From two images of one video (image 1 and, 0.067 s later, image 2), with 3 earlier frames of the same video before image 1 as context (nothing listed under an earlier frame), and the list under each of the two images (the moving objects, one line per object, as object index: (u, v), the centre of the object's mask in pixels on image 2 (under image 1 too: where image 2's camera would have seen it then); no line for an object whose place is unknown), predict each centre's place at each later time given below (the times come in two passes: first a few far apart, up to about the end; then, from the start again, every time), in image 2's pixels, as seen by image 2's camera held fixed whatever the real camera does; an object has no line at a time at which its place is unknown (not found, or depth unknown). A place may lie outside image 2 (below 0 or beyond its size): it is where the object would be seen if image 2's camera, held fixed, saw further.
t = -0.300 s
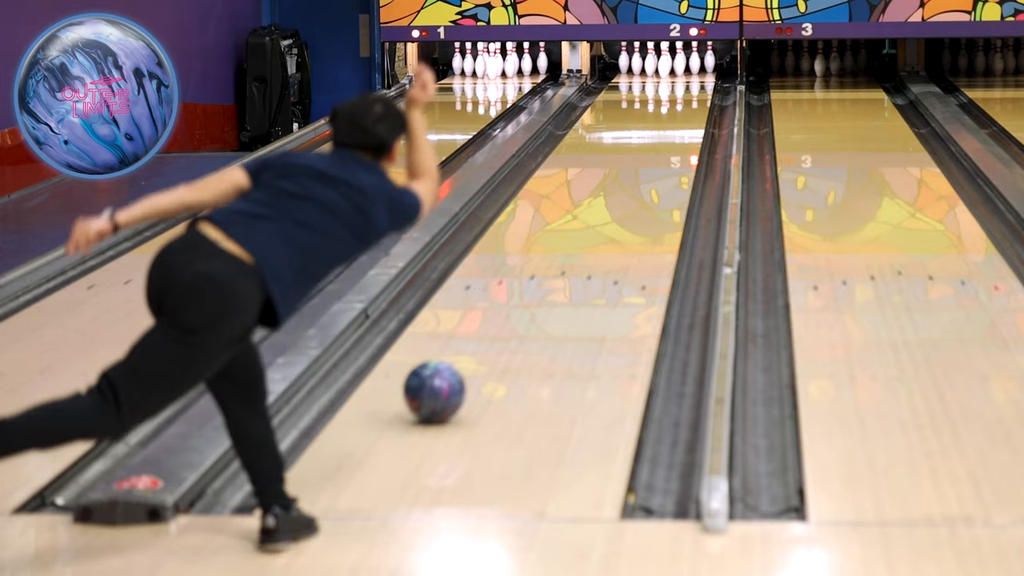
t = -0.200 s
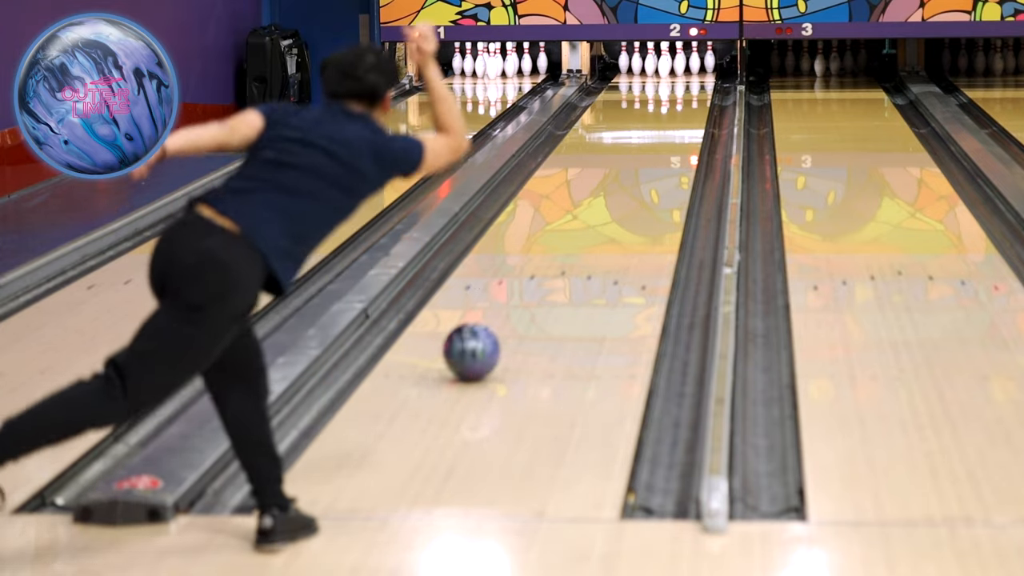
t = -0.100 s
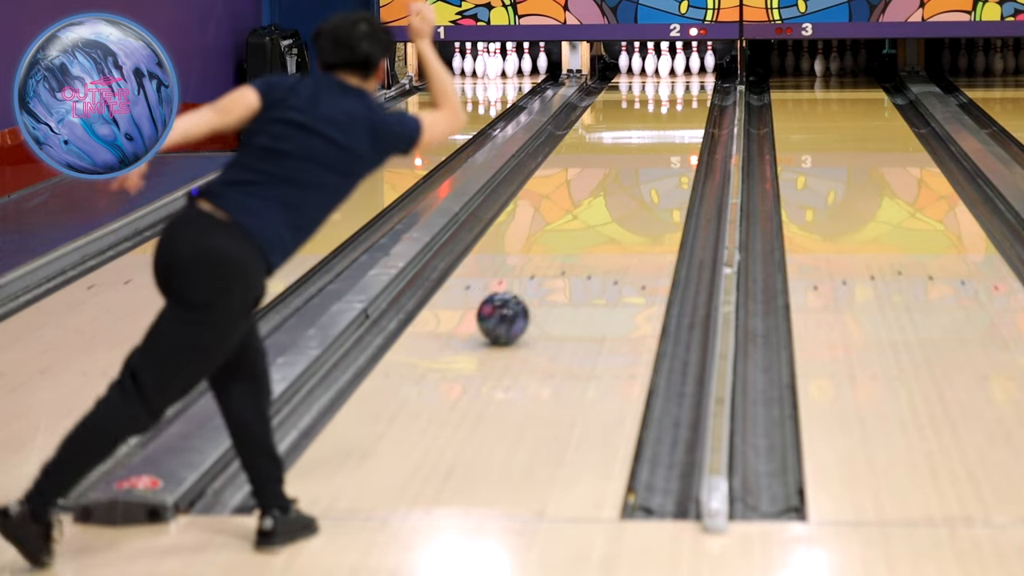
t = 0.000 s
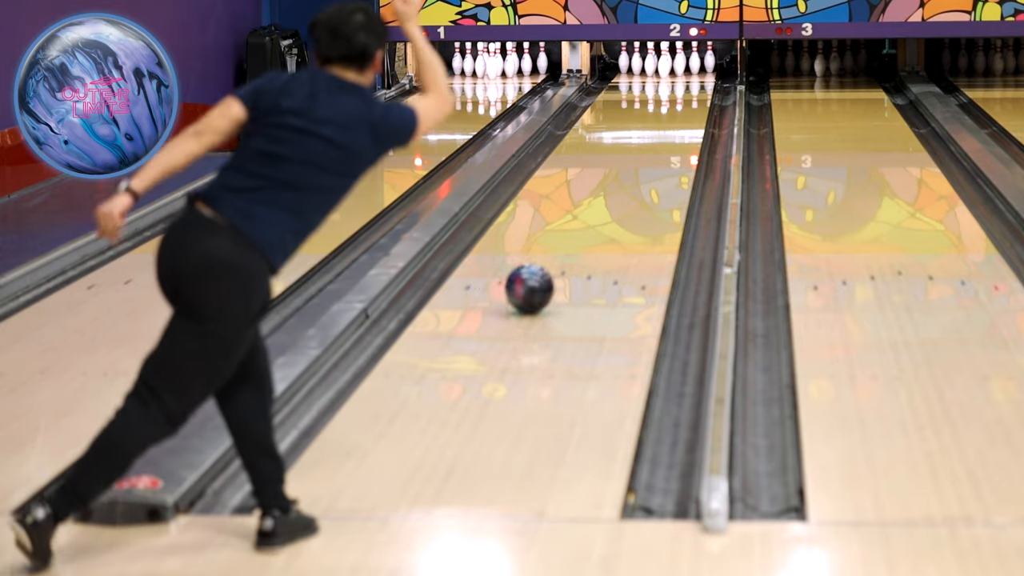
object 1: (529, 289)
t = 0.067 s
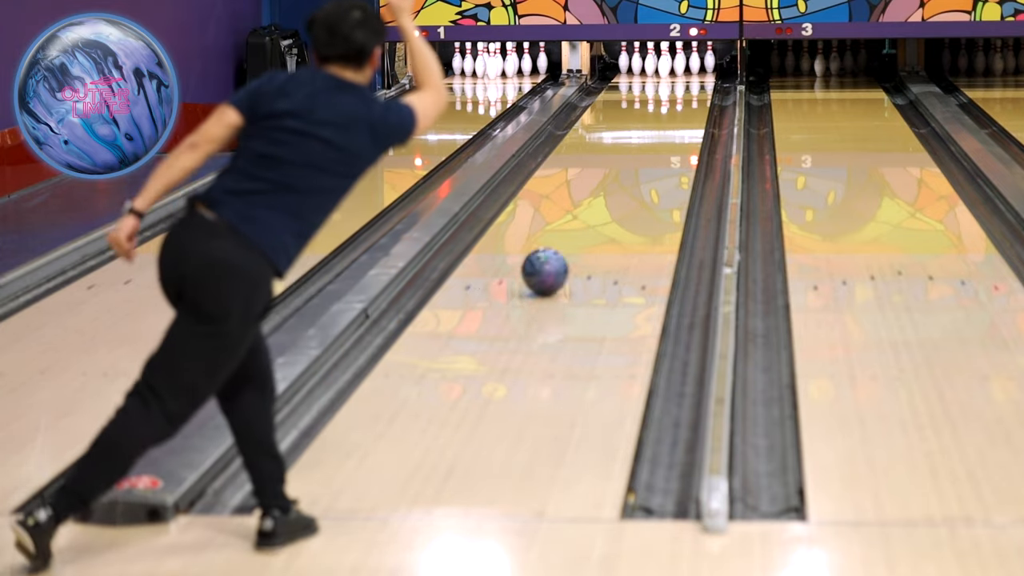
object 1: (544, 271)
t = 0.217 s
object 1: (575, 238)
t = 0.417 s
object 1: (607, 202)
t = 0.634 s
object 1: (633, 171)
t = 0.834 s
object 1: (652, 148)
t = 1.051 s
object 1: (668, 127)
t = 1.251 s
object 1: (678, 111)
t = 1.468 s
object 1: (684, 96)
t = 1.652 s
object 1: (683, 86)
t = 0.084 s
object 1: (548, 268)
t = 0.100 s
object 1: (552, 264)
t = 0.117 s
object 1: (555, 260)
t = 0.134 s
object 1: (559, 256)
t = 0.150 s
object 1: (562, 252)
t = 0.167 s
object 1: (566, 249)
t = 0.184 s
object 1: (569, 245)
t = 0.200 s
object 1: (572, 242)
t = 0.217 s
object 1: (575, 238)
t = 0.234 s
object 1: (578, 235)
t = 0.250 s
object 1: (580, 232)
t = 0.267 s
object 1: (583, 229)
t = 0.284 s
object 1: (586, 225)
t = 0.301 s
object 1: (589, 222)
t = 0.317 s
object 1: (592, 219)
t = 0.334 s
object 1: (594, 216)
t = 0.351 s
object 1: (597, 213)
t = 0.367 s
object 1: (599, 210)
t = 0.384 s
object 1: (602, 207)
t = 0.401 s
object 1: (604, 204)
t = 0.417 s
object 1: (607, 202)
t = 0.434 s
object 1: (609, 199)
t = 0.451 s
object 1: (611, 196)
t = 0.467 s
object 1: (613, 194)
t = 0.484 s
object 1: (616, 191)
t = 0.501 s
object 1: (617, 189)
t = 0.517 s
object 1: (620, 187)
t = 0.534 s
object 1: (622, 184)
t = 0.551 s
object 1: (624, 182)
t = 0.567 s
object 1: (625, 180)
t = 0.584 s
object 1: (627, 177)
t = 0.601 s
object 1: (629, 175)
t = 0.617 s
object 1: (631, 173)
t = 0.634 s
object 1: (633, 171)
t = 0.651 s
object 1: (635, 169)
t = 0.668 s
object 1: (637, 166)
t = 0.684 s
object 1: (638, 164)
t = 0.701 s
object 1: (640, 163)
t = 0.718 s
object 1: (641, 160)
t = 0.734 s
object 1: (643, 158)
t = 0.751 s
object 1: (645, 157)
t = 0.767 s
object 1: (646, 155)
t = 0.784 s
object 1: (648, 153)
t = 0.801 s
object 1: (649, 151)
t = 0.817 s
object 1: (651, 149)
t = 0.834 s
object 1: (652, 148)
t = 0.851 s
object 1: (653, 146)
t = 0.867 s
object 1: (655, 144)
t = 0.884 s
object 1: (656, 143)
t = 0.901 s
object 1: (657, 141)
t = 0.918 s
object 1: (658, 139)
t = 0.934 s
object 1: (660, 138)
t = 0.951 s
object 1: (661, 136)
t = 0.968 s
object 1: (662, 135)
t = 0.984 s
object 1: (663, 133)
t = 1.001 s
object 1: (664, 132)
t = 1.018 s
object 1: (666, 130)
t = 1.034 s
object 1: (667, 129)
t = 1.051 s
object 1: (668, 127)
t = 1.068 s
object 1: (669, 126)
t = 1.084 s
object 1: (670, 124)
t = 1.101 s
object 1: (671, 123)
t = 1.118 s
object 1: (672, 122)
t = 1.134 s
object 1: (672, 120)
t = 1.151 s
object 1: (673, 119)
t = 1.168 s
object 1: (674, 117)
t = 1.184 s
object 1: (675, 116)
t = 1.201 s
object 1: (676, 115)
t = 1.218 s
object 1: (676, 114)
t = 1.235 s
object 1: (677, 112)
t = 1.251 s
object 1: (678, 111)
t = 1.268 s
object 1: (678, 110)
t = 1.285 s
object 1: (679, 109)
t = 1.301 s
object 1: (679, 108)
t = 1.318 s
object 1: (680, 106)
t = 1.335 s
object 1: (680, 105)
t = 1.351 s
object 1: (681, 104)
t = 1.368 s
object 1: (682, 103)
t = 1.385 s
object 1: (682, 102)
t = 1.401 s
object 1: (682, 101)
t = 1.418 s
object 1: (683, 99)
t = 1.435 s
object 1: (683, 98)
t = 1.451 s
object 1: (683, 97)
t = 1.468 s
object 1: (684, 96)
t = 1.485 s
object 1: (684, 95)
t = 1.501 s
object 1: (684, 94)
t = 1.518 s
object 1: (684, 93)
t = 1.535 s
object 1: (684, 92)
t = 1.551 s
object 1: (684, 91)
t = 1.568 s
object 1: (684, 90)
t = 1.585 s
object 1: (684, 89)
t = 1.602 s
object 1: (684, 88)
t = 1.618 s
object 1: (684, 87)
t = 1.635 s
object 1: (683, 87)
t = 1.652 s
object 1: (683, 86)
